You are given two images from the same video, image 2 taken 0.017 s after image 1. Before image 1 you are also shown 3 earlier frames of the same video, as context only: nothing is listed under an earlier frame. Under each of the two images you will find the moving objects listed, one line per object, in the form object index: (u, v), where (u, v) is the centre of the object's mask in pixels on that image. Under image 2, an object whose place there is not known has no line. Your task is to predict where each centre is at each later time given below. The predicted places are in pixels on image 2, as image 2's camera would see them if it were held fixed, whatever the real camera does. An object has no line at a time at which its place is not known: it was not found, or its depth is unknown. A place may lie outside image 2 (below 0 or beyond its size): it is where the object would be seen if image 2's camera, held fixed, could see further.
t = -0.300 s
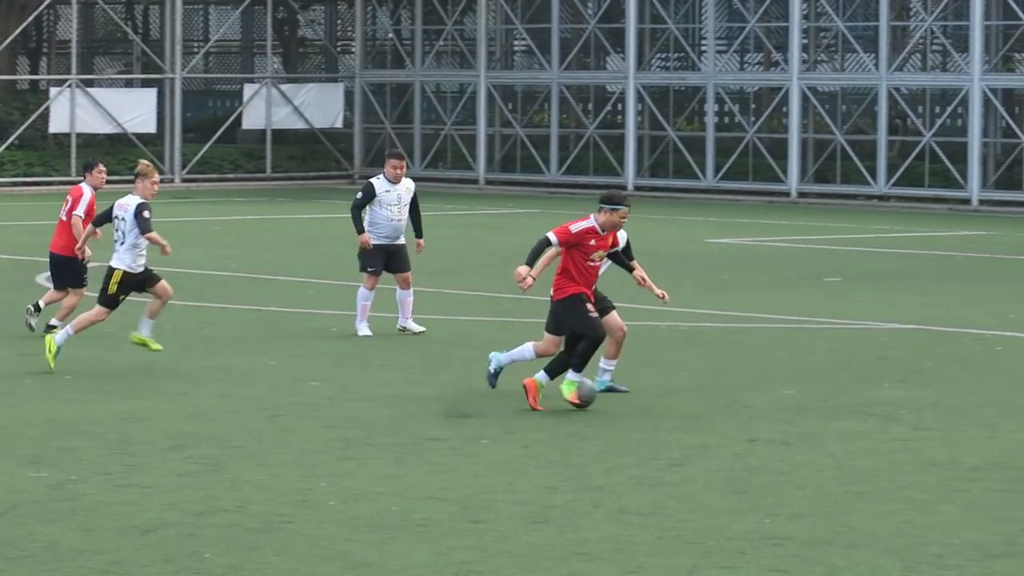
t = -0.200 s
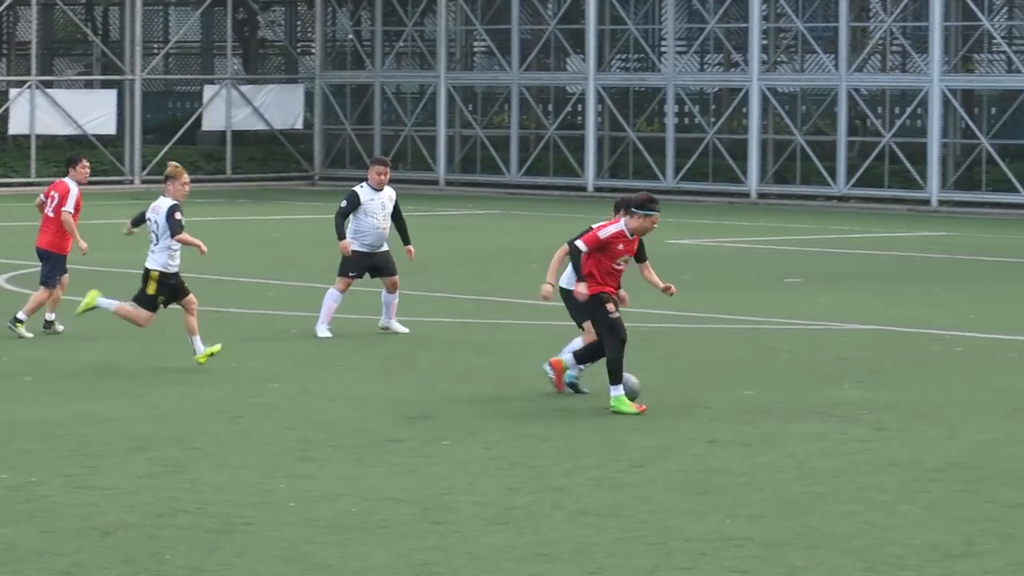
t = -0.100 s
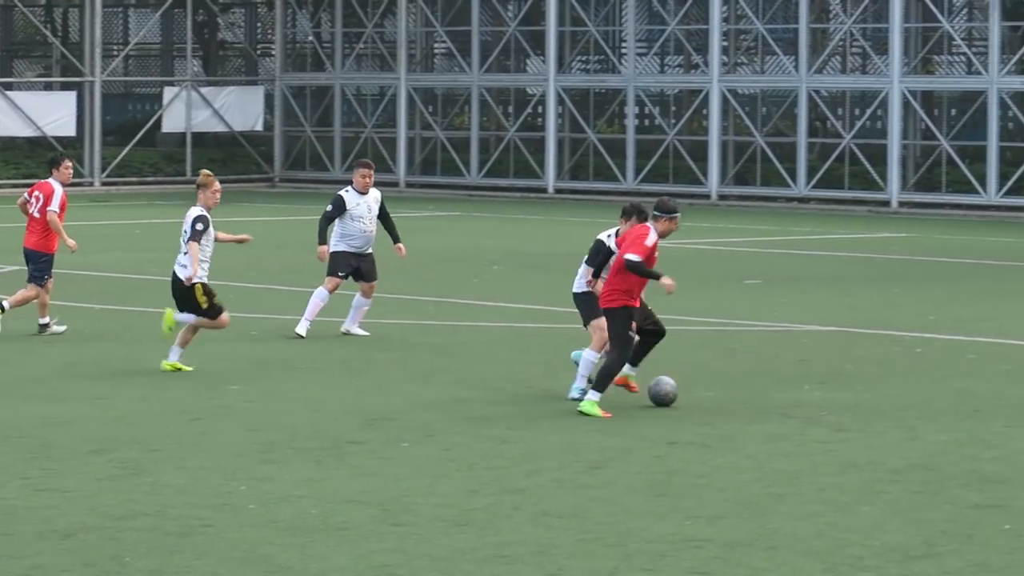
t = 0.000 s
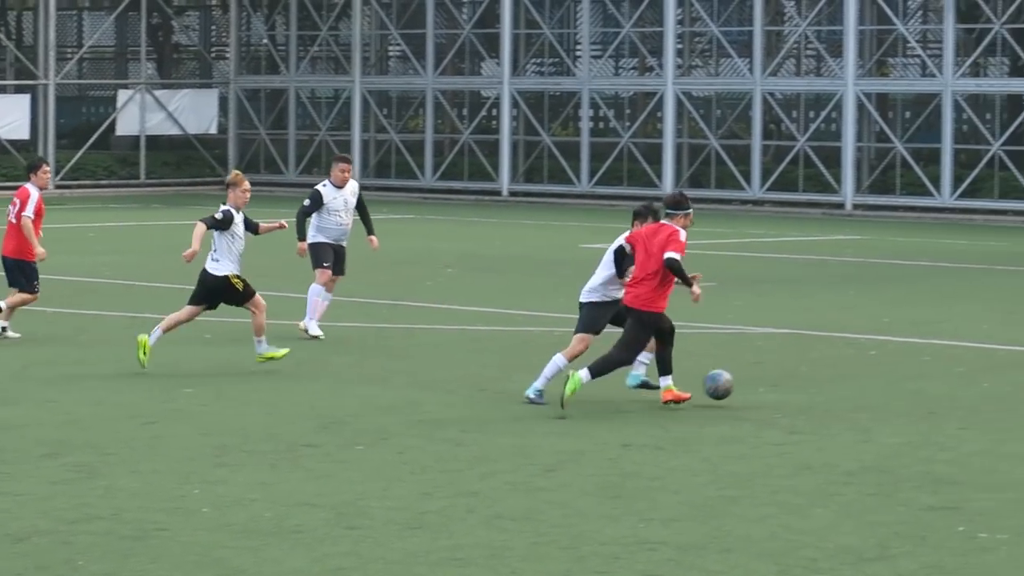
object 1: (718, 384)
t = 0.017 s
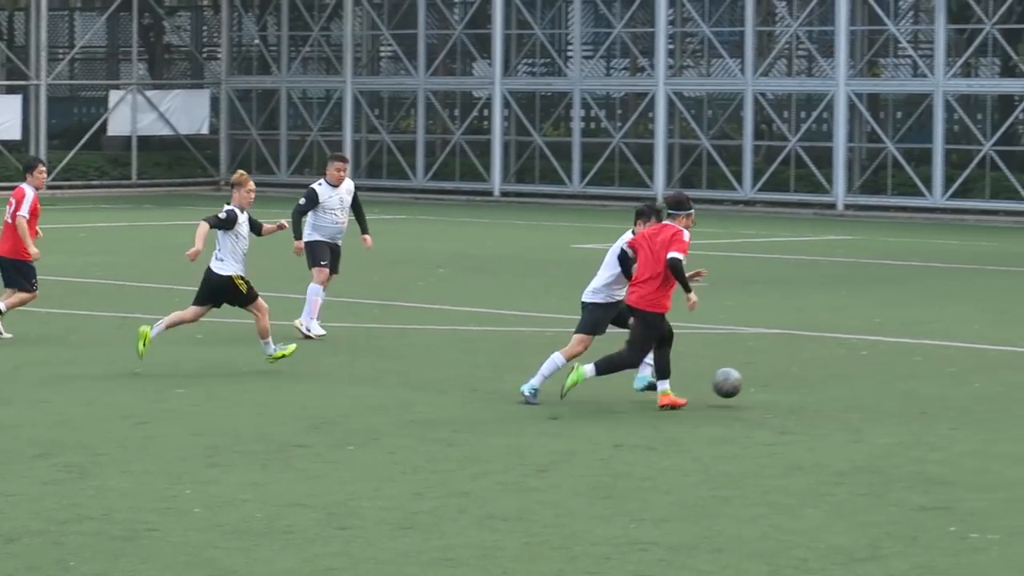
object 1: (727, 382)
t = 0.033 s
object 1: (743, 381)
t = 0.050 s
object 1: (759, 379)
